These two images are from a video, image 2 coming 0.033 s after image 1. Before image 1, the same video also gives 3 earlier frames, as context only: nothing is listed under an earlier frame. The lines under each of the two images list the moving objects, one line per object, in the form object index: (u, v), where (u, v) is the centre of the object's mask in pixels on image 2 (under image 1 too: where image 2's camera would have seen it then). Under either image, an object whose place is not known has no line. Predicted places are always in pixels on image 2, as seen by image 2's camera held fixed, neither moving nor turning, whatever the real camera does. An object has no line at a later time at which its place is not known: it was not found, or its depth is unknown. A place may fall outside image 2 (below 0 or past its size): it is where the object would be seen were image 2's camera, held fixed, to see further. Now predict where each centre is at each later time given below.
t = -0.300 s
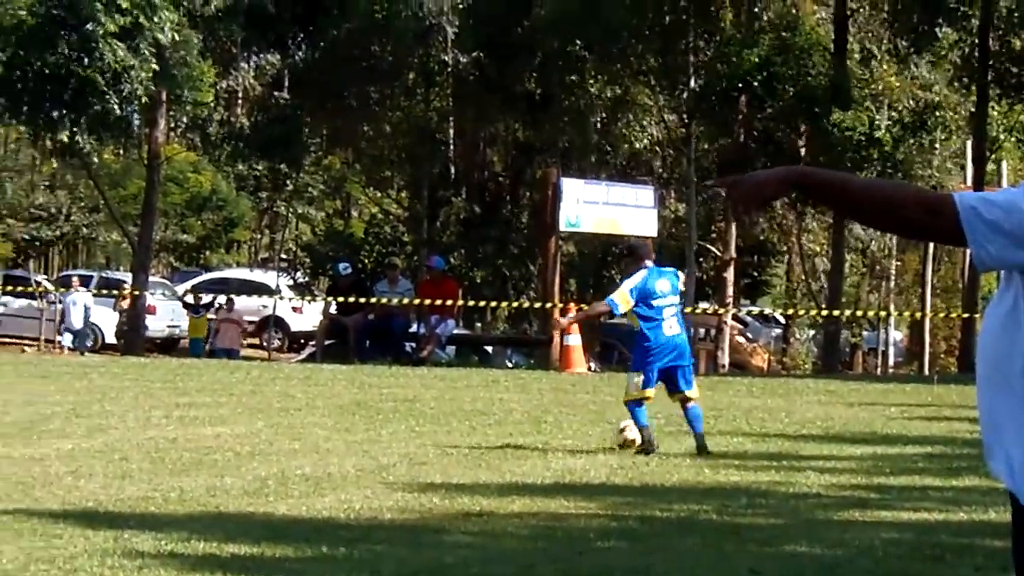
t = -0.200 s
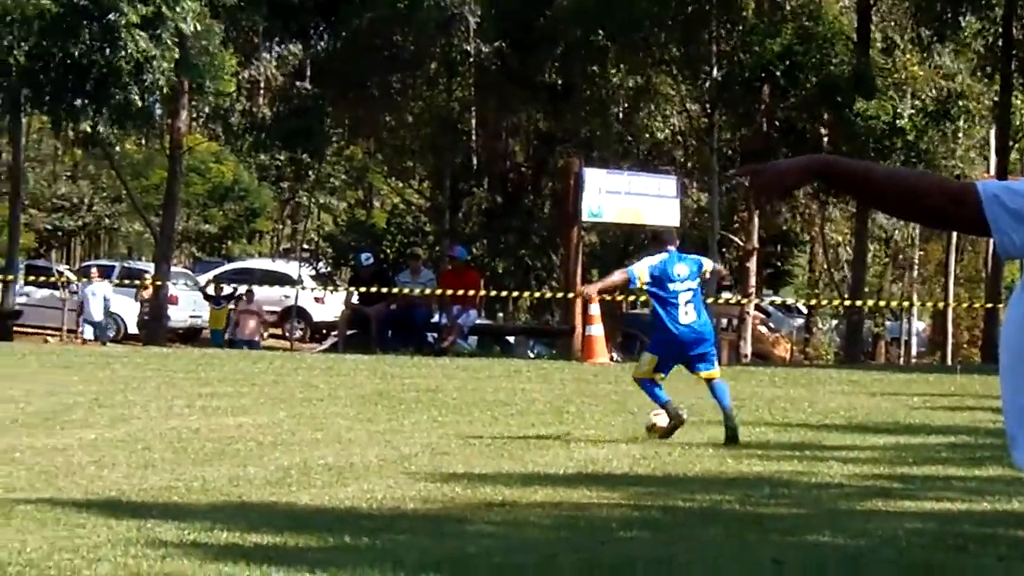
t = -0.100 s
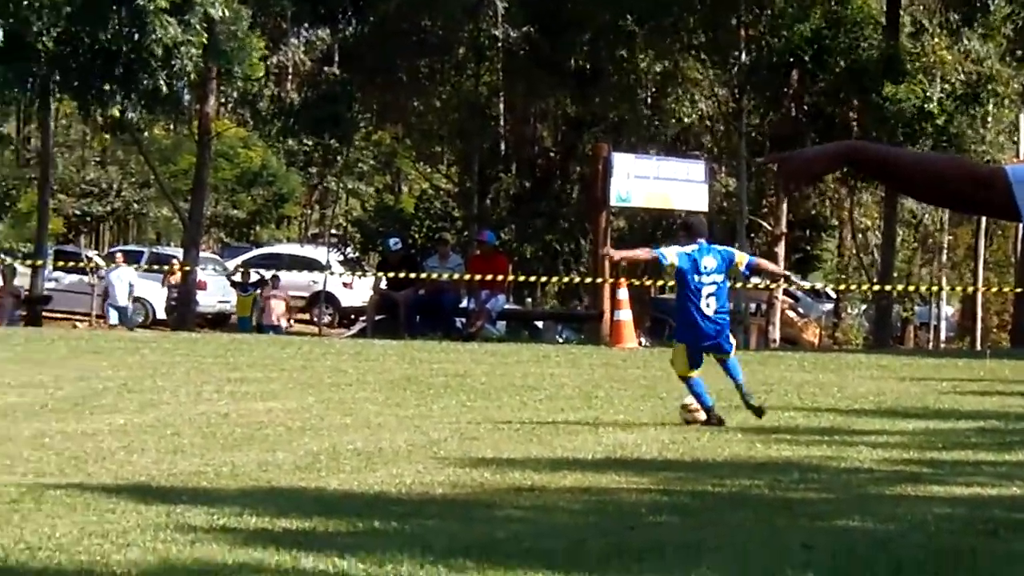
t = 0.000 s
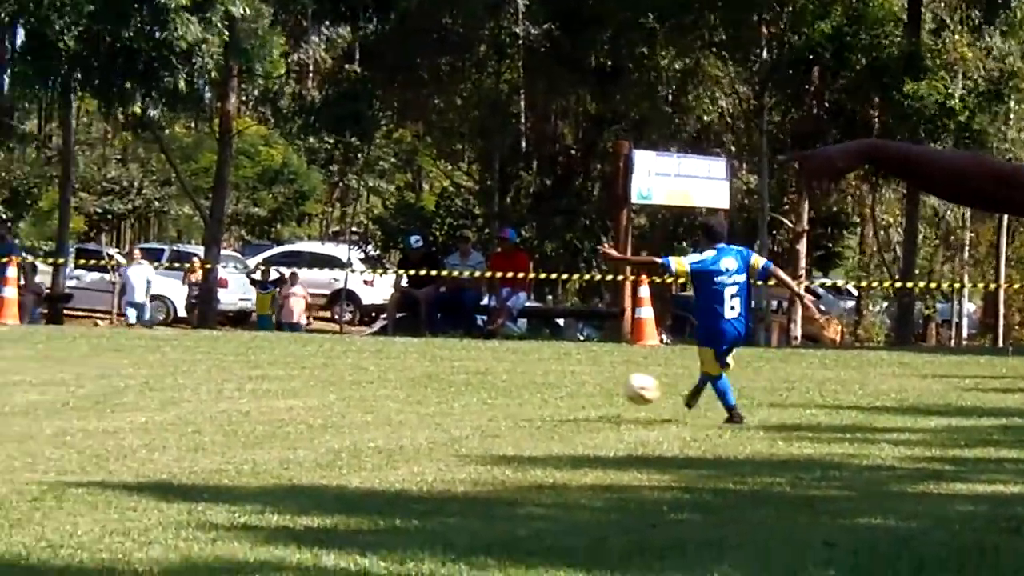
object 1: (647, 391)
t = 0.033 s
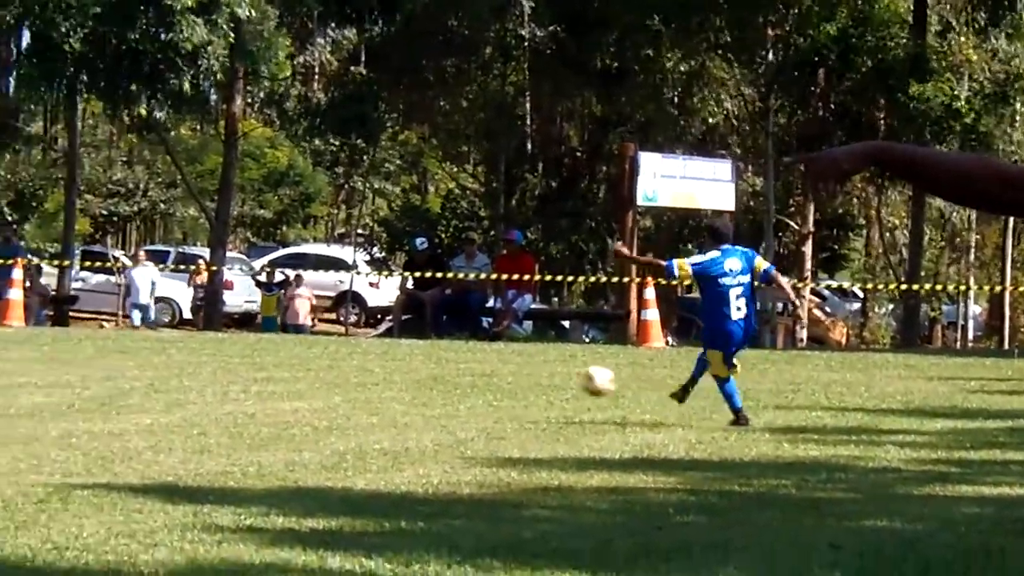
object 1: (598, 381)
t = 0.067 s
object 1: (551, 372)
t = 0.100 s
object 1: (505, 367)
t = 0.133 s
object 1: (457, 361)
